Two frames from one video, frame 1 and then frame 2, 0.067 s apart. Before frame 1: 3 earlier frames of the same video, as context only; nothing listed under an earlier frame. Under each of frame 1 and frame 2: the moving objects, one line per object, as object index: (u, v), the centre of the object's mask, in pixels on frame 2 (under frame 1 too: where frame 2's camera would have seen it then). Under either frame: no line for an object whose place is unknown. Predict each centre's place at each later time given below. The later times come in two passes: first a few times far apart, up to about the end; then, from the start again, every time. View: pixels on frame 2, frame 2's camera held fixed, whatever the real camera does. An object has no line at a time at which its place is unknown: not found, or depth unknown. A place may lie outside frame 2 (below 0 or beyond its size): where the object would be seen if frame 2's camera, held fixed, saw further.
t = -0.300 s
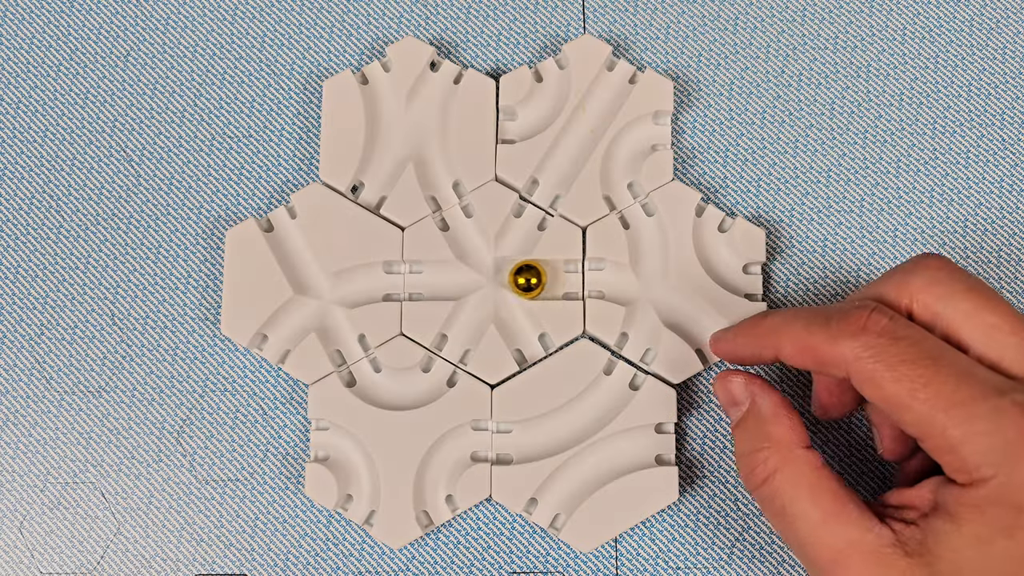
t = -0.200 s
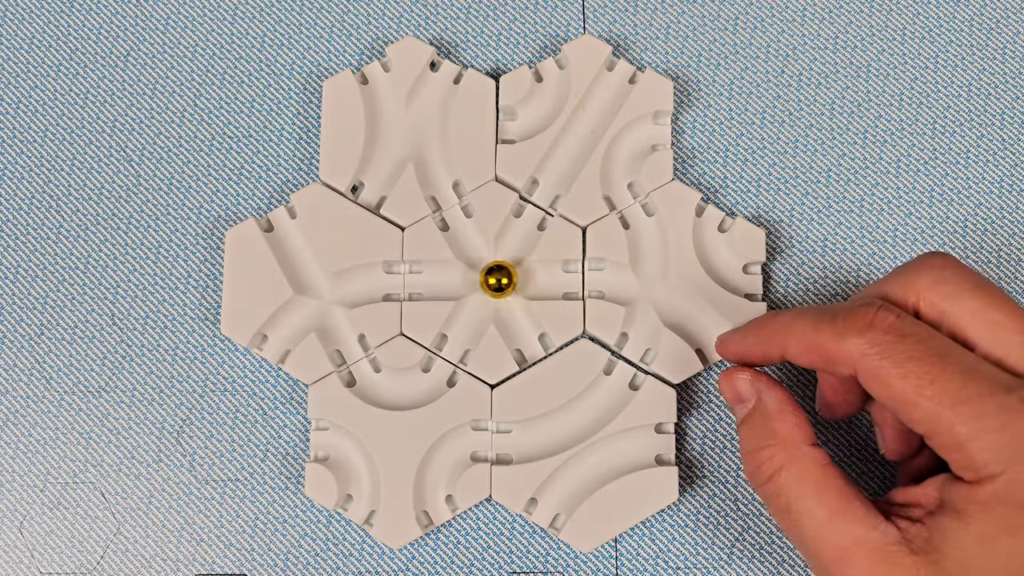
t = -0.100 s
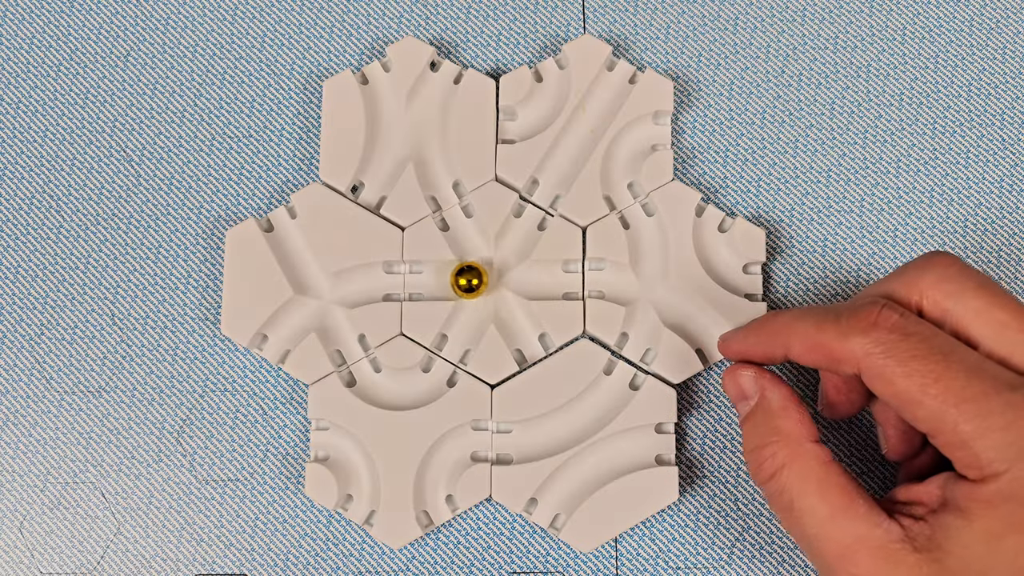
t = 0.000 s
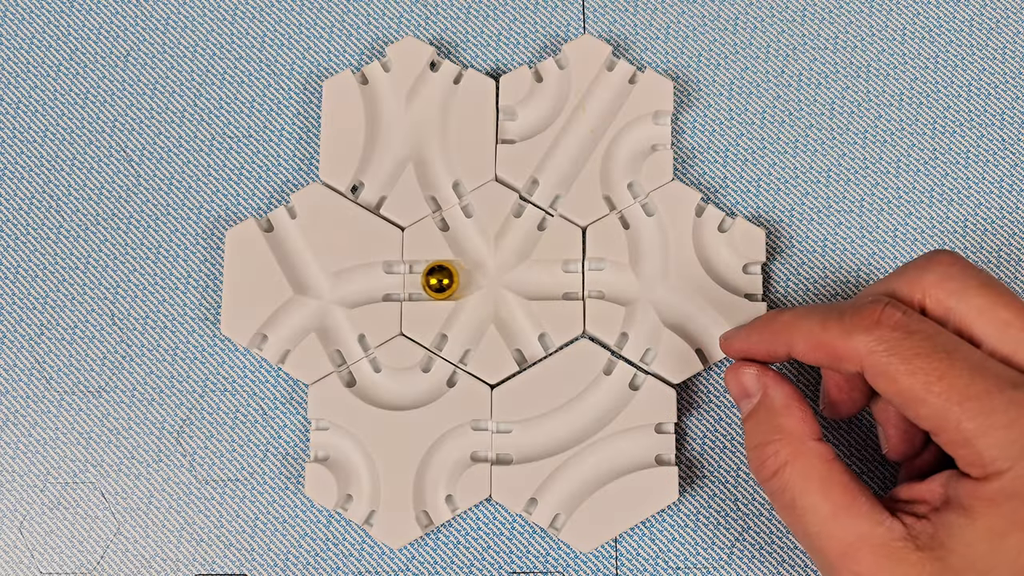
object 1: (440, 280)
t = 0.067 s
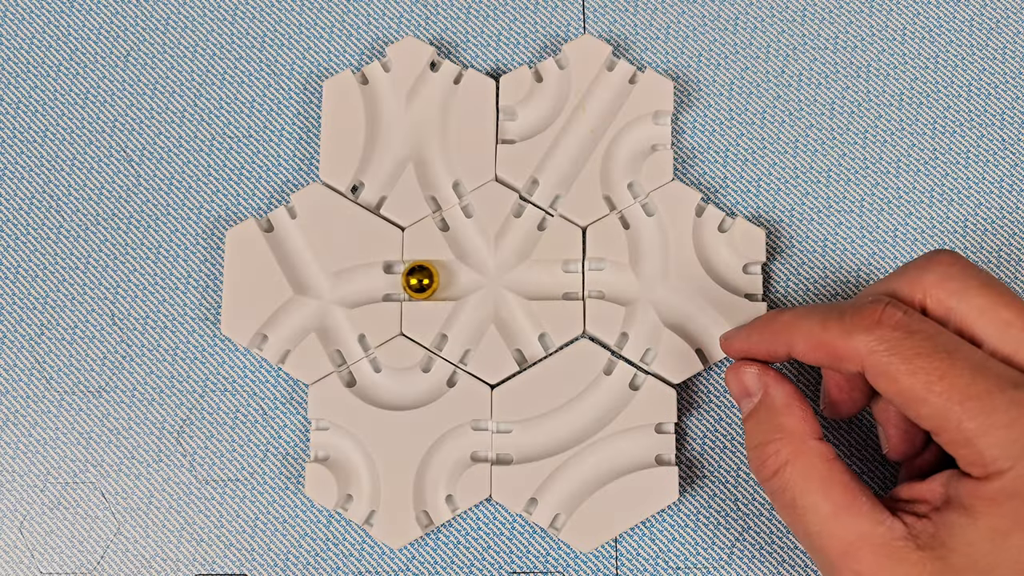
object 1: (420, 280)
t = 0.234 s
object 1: (373, 282)
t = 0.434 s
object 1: (325, 297)
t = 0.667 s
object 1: (283, 330)
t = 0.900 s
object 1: (256, 378)
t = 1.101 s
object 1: (221, 442)
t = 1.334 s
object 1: (182, 507)
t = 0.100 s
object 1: (410, 280)
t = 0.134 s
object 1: (400, 280)
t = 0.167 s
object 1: (391, 280)
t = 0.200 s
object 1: (381, 281)
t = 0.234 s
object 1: (373, 282)
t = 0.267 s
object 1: (364, 284)
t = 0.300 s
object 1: (355, 285)
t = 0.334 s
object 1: (347, 289)
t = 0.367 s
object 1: (339, 290)
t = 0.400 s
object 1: (332, 294)
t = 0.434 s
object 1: (325, 297)
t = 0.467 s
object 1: (318, 302)
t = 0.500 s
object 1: (312, 306)
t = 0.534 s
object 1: (305, 310)
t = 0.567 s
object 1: (299, 315)
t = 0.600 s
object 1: (294, 320)
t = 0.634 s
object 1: (288, 324)
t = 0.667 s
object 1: (283, 330)
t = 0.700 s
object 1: (278, 335)
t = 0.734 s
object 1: (273, 340)
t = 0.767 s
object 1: (269, 346)
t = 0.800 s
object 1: (265, 352)
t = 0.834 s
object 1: (262, 358)
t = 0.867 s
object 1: (258, 365)
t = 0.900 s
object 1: (256, 378)
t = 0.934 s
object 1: (249, 389)
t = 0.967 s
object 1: (243, 400)
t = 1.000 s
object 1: (237, 411)
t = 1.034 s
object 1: (231, 422)
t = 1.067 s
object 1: (226, 432)
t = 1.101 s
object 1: (221, 442)
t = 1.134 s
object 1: (215, 452)
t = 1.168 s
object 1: (210, 462)
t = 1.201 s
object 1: (205, 471)
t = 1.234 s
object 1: (198, 480)
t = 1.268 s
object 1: (193, 489)
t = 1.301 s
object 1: (187, 498)
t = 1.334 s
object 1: (182, 507)
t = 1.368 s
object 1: (177, 516)
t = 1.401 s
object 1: (172, 525)
